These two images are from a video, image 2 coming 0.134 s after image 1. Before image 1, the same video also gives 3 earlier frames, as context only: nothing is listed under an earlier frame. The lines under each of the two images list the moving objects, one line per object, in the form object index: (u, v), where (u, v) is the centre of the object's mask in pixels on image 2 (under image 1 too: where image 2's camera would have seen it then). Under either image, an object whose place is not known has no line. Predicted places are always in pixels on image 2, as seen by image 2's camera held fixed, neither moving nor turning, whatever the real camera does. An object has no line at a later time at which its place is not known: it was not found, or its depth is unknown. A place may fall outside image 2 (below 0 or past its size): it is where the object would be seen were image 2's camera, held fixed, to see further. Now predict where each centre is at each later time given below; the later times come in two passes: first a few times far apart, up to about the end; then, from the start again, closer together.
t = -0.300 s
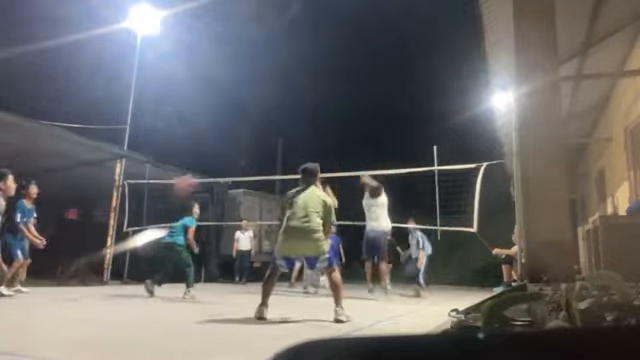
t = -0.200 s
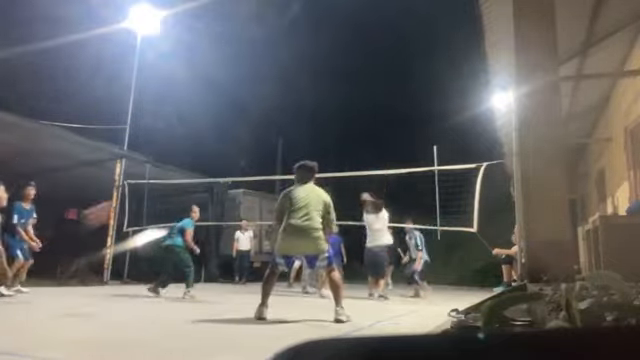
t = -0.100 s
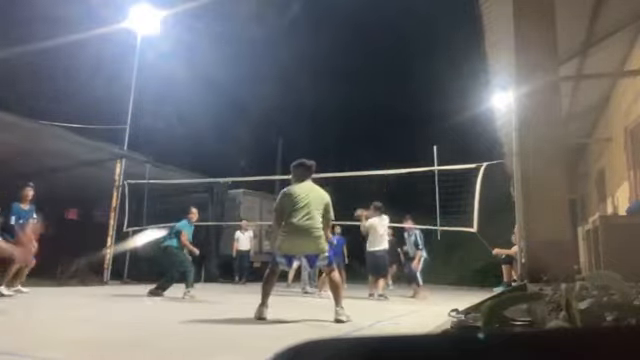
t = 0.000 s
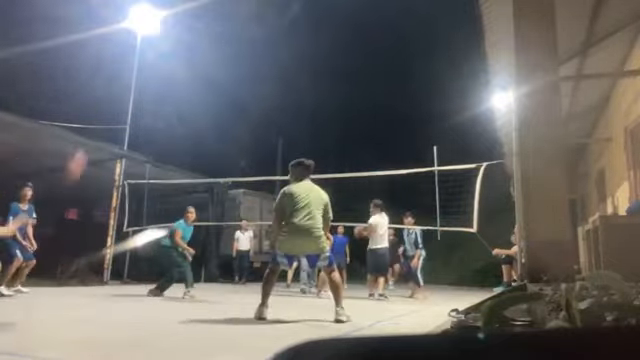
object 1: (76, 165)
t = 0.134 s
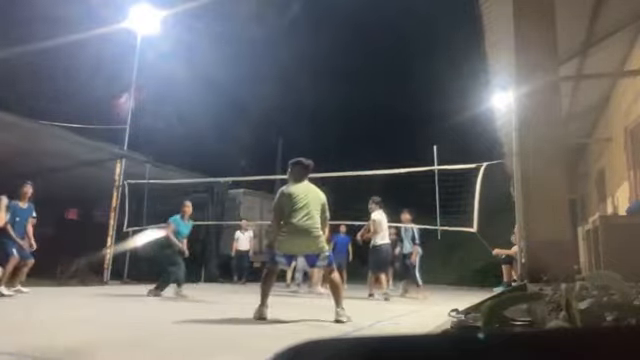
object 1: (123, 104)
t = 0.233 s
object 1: (156, 75)
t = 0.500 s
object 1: (222, 44)
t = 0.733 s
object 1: (268, 58)
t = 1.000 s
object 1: (311, 113)
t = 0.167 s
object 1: (137, 93)
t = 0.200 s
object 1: (147, 84)
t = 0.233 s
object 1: (156, 75)
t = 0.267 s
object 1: (166, 67)
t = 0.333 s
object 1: (183, 55)
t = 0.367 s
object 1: (192, 52)
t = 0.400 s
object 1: (199, 49)
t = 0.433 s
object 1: (208, 46)
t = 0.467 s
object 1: (215, 45)
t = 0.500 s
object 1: (222, 44)
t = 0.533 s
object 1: (229, 44)
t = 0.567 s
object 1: (236, 45)
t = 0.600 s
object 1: (243, 47)
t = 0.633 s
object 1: (250, 48)
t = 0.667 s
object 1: (256, 51)
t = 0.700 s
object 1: (262, 54)
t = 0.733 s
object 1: (268, 58)
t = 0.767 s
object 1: (274, 64)
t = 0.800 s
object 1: (280, 69)
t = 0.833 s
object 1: (285, 75)
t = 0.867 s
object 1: (291, 81)
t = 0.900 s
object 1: (296, 88)
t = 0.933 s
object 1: (301, 95)
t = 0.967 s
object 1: (307, 104)
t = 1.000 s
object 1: (311, 113)
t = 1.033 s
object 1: (316, 122)
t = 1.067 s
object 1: (321, 132)
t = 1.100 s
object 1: (326, 143)
